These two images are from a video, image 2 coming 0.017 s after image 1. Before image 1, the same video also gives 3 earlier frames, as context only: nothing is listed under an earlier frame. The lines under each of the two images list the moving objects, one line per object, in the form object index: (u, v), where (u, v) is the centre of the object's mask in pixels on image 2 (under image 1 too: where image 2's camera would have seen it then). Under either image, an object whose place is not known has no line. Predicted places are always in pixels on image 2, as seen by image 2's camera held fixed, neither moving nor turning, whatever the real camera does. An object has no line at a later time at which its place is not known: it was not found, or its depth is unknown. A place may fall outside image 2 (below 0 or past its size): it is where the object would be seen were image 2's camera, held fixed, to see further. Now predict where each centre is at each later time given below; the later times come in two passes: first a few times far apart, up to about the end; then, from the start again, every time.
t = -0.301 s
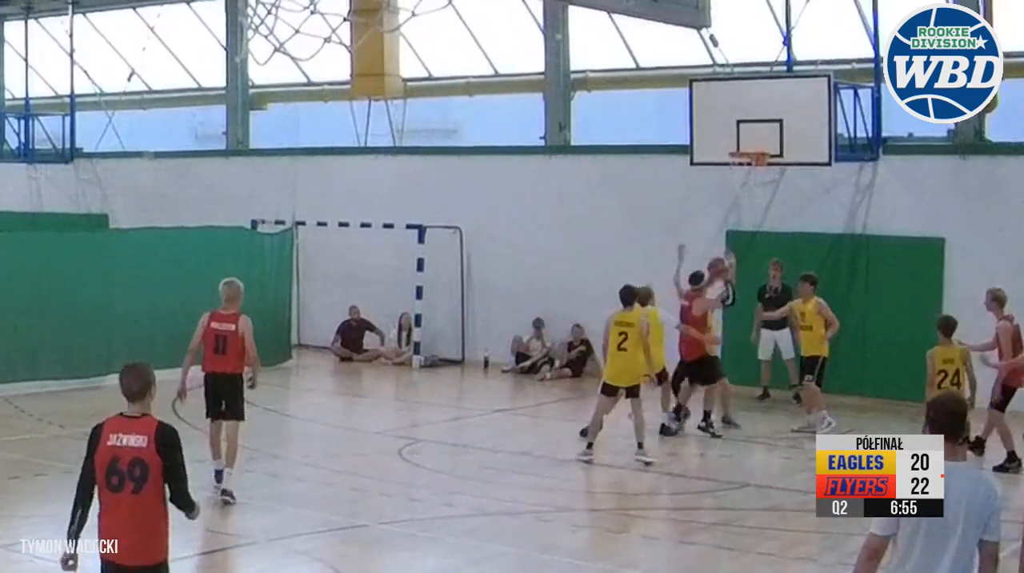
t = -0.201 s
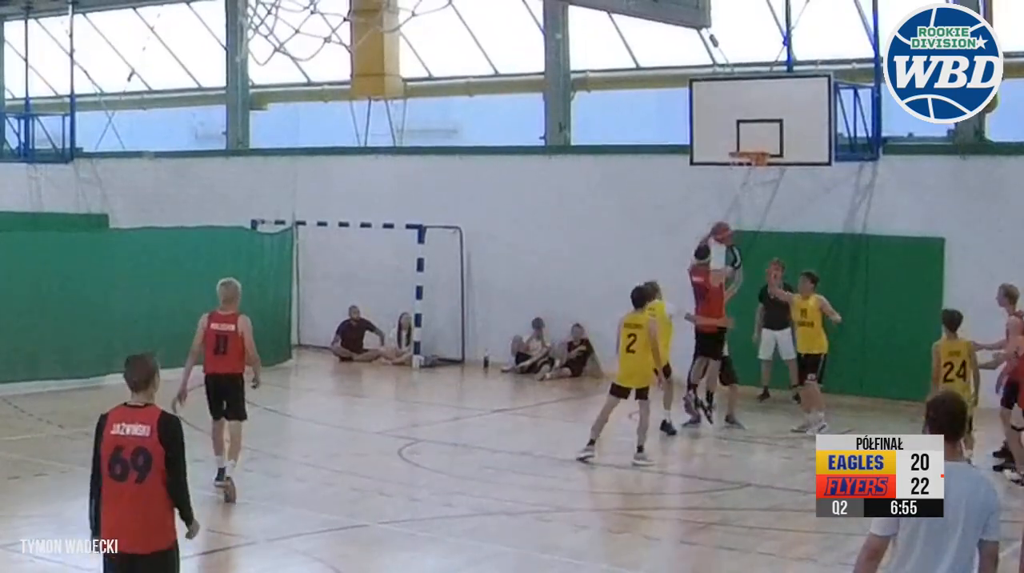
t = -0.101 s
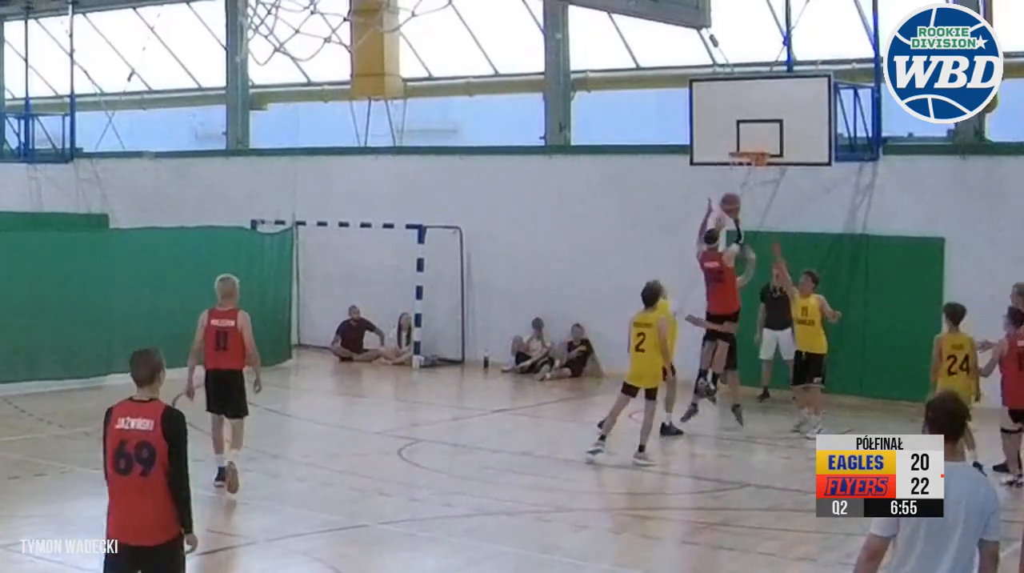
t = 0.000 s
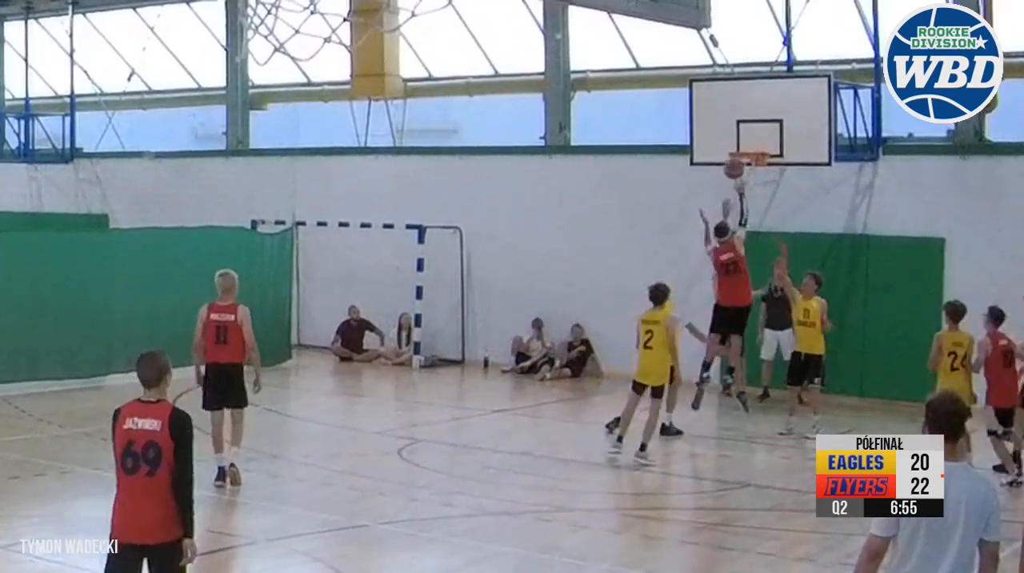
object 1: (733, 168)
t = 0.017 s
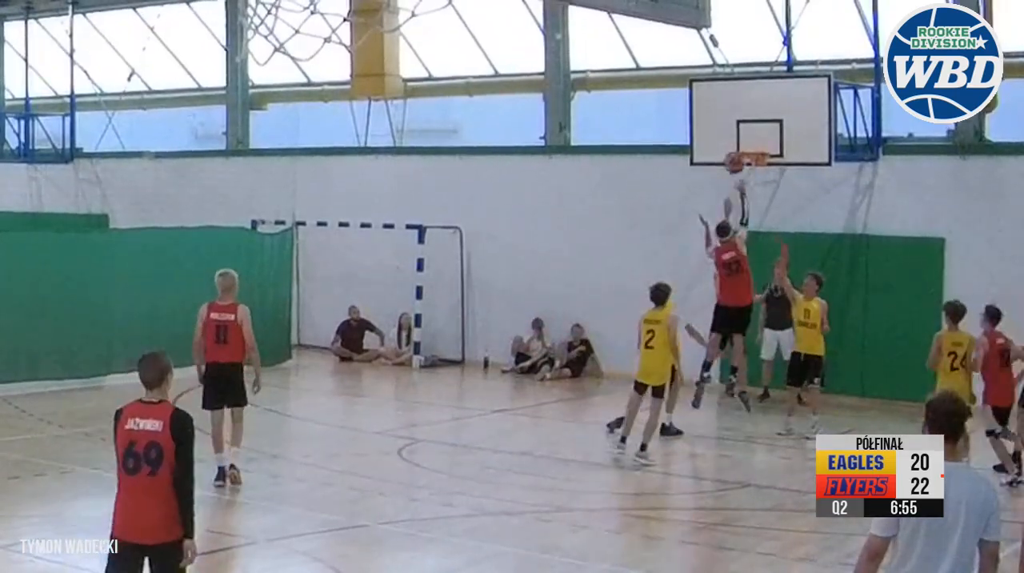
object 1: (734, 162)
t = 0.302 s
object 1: (742, 109)
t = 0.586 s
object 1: (750, 130)
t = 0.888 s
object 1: (753, 197)
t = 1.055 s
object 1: (753, 241)
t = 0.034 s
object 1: (734, 157)
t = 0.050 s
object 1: (734, 152)
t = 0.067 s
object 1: (735, 147)
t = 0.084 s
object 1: (736, 143)
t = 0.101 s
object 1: (737, 139)
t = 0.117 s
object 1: (737, 135)
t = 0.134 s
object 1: (737, 132)
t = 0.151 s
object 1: (738, 128)
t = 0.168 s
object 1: (738, 126)
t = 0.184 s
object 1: (738, 122)
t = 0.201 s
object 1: (739, 120)
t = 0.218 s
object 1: (739, 117)
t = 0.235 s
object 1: (740, 115)
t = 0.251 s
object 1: (740, 113)
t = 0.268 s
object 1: (741, 112)
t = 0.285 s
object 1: (741, 110)
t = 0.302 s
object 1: (742, 109)
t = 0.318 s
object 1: (743, 108)
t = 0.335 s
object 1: (743, 108)
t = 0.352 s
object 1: (743, 108)
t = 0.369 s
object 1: (744, 108)
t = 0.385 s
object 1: (744, 108)
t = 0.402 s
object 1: (745, 109)
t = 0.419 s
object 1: (746, 109)
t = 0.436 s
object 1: (746, 110)
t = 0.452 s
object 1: (747, 111)
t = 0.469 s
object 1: (747, 113)
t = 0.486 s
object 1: (747, 114)
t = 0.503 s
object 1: (748, 116)
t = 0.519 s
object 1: (748, 118)
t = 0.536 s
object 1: (749, 121)
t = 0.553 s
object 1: (750, 124)
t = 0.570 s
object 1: (750, 127)
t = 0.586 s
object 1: (750, 130)
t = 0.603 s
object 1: (750, 133)
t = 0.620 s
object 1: (751, 137)
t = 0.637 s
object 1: (752, 141)
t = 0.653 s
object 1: (752, 143)
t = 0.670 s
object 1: (752, 145)
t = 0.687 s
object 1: (751, 150)
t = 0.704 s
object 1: (751, 157)
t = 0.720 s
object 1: (753, 165)
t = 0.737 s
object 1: (753, 167)
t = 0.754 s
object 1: (752, 171)
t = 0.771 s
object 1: (752, 175)
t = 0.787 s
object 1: (753, 178)
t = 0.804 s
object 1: (753, 182)
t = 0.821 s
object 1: (753, 184)
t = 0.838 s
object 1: (753, 187)
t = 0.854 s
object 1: (753, 190)
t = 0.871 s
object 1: (753, 194)
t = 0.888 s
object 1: (753, 197)
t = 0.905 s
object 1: (753, 201)
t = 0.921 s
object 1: (753, 205)
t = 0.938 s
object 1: (753, 209)
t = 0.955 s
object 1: (753, 213)
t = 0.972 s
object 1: (754, 217)
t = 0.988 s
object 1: (754, 222)
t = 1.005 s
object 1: (753, 226)
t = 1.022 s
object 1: (753, 230)
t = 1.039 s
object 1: (752, 236)
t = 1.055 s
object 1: (753, 241)
